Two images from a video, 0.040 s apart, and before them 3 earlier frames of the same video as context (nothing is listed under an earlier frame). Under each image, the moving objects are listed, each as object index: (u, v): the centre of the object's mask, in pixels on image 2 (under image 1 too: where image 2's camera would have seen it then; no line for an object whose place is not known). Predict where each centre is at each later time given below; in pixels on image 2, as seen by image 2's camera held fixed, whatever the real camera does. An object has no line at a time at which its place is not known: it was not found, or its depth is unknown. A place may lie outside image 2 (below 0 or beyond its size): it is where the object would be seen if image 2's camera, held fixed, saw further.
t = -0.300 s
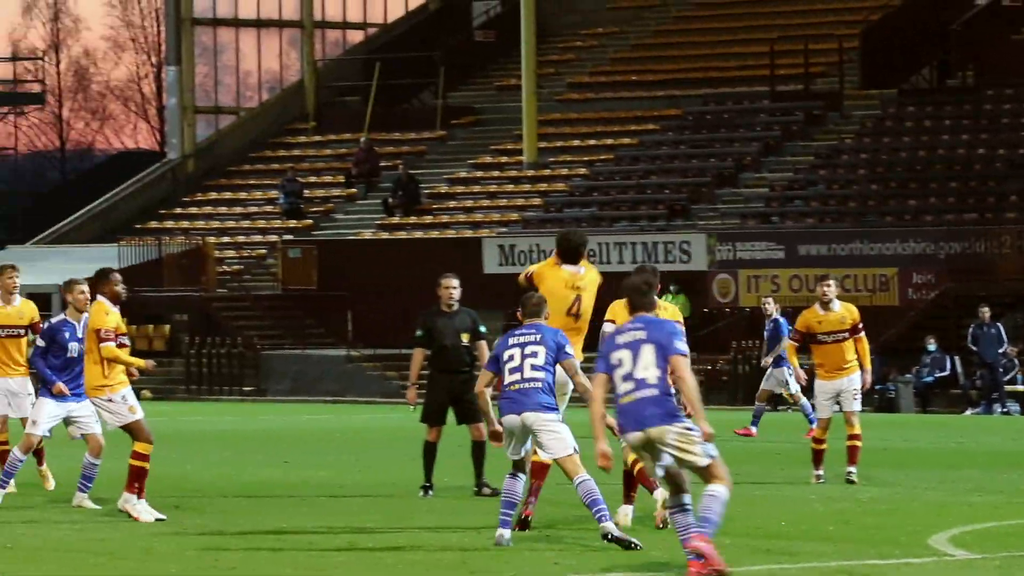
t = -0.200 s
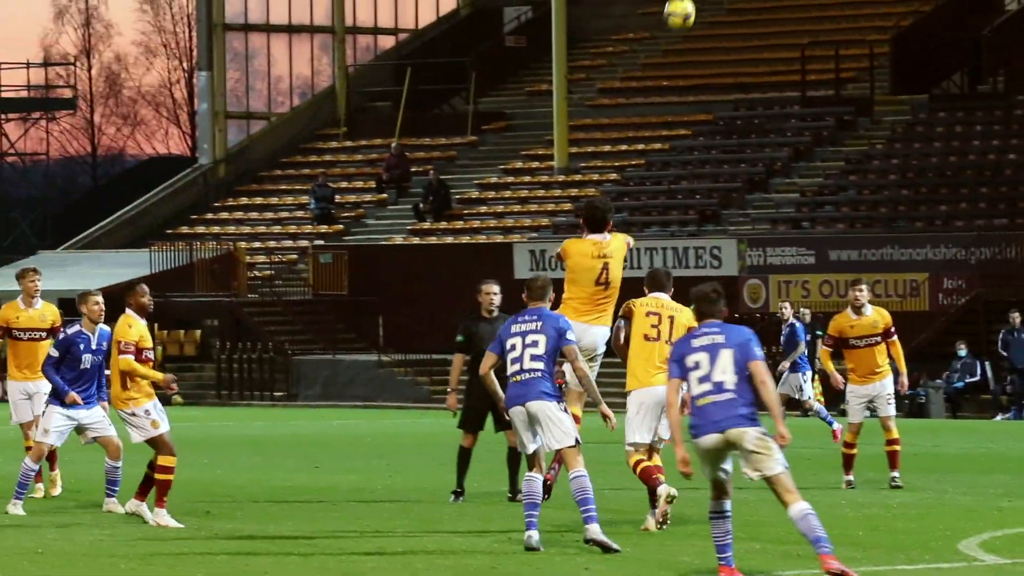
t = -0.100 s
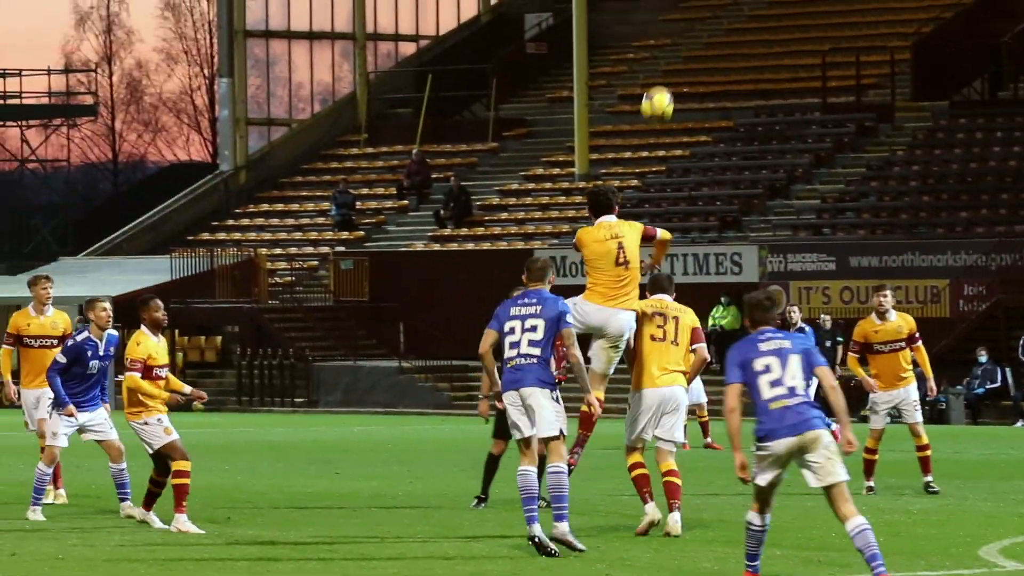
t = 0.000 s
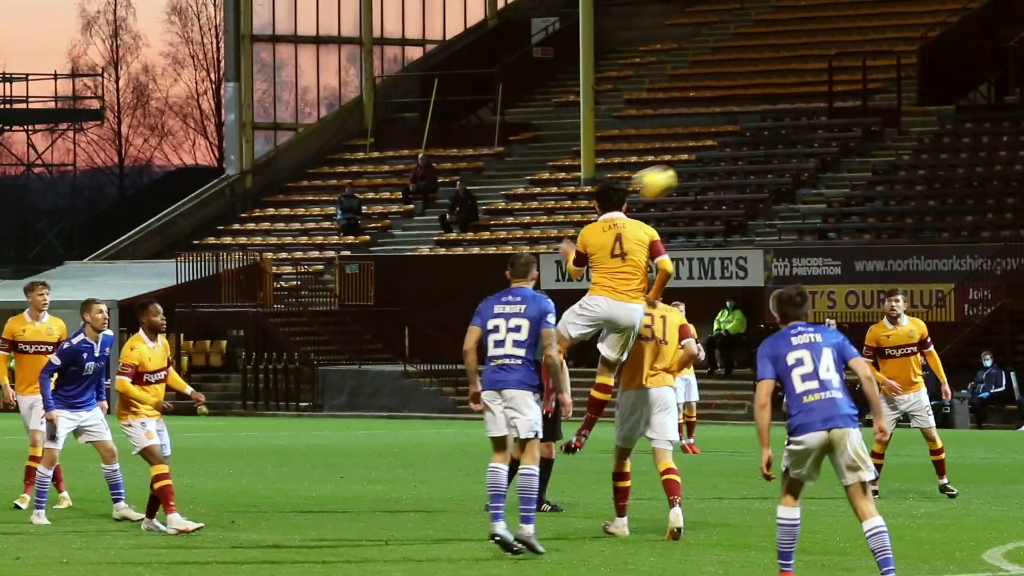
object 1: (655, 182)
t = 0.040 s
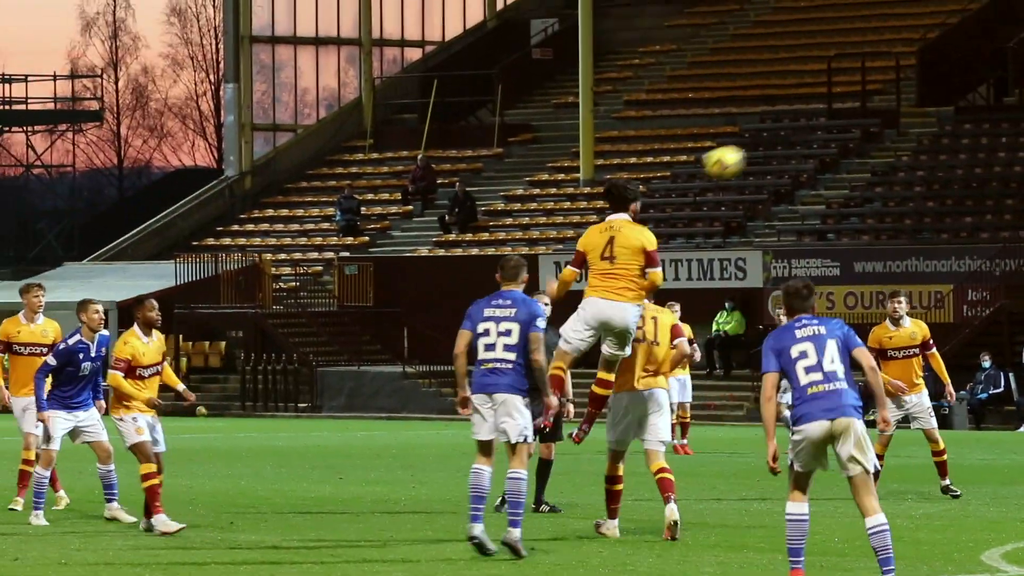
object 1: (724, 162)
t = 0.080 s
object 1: (794, 142)
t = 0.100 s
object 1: (828, 133)
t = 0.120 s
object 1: (863, 125)
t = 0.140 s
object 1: (898, 117)
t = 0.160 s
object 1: (933, 110)
